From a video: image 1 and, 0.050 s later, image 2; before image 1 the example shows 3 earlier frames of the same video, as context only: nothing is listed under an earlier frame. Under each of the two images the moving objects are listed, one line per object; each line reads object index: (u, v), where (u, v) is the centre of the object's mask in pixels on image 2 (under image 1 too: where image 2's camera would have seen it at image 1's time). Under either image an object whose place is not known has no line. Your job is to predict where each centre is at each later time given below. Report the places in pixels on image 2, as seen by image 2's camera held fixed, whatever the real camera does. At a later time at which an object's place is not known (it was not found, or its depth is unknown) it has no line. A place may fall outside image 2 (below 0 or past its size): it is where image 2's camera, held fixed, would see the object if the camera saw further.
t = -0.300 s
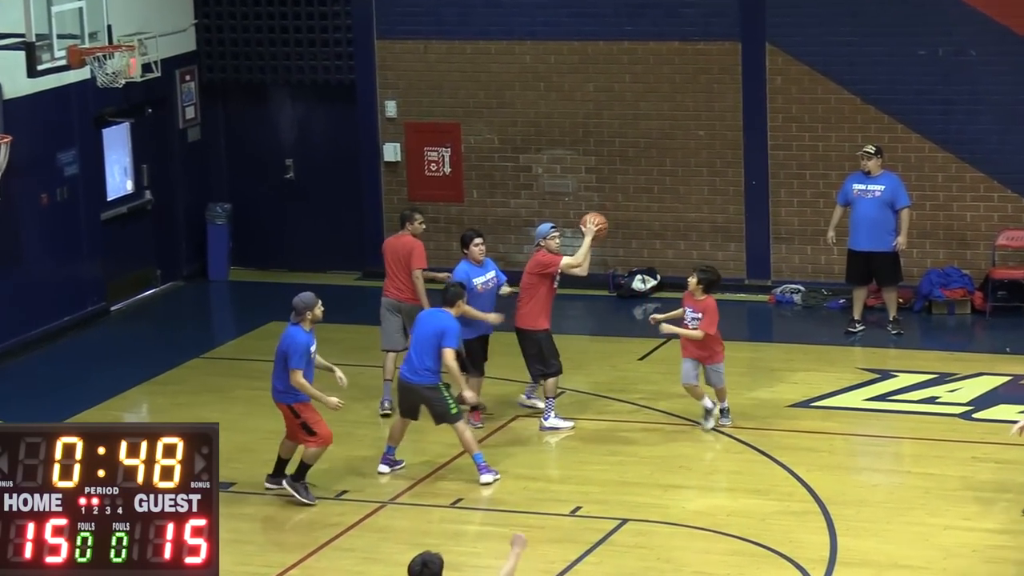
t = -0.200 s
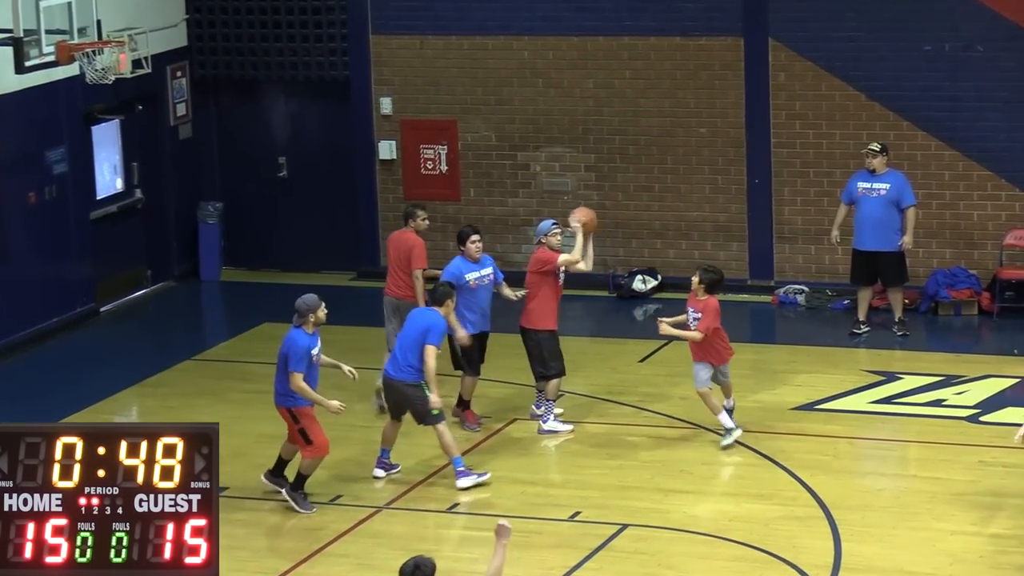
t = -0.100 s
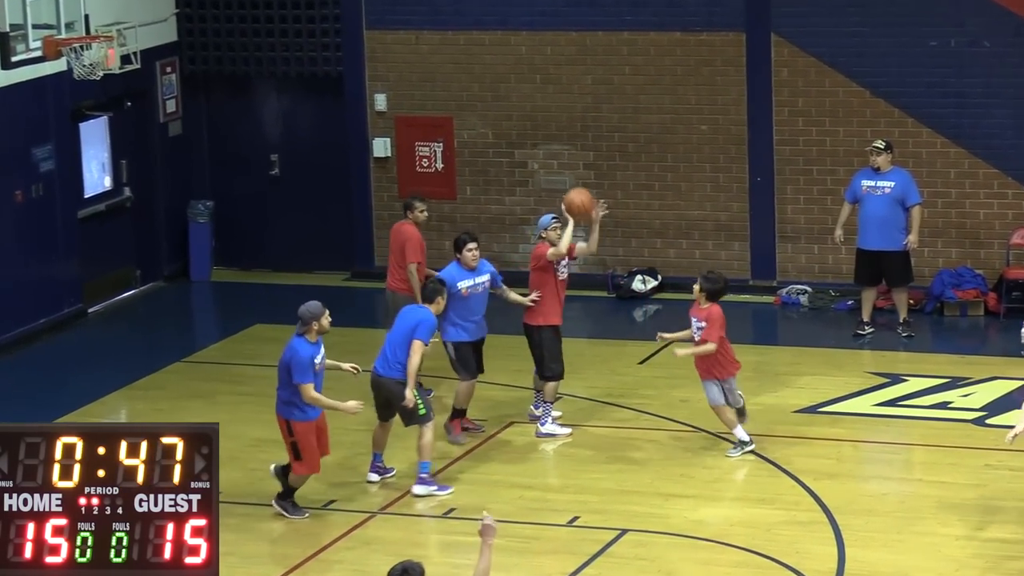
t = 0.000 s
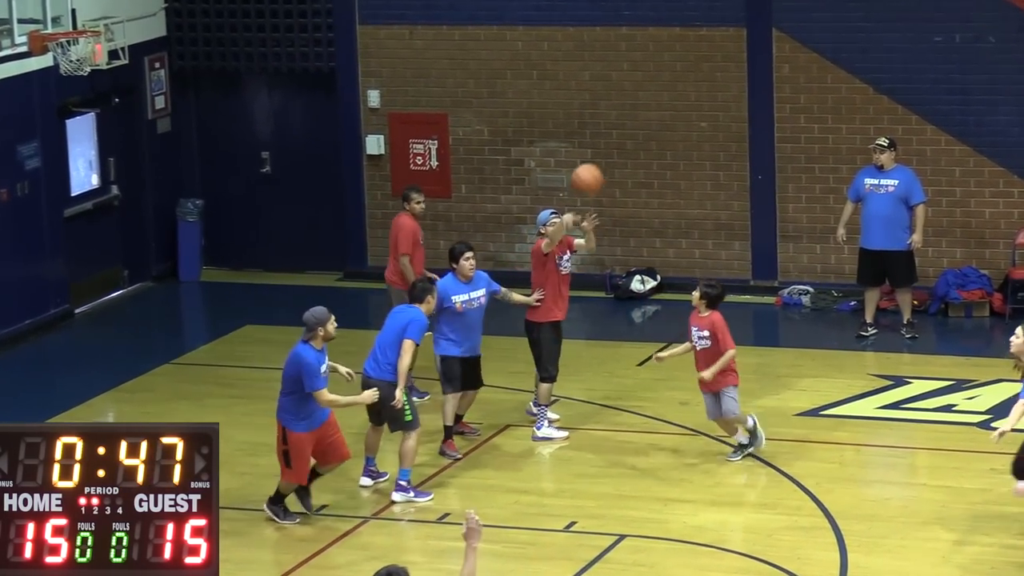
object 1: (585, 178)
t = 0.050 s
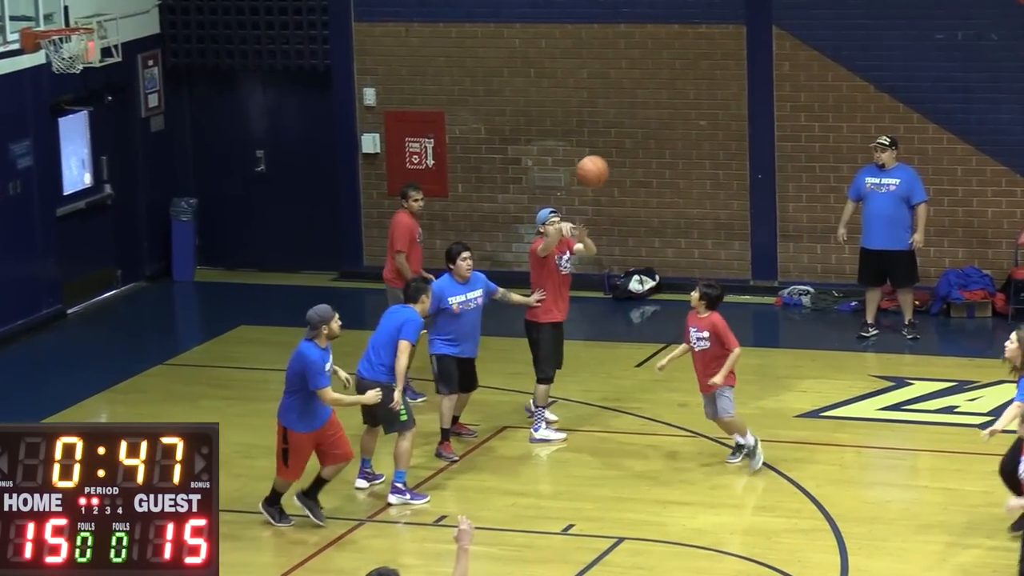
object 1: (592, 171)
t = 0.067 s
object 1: (595, 170)
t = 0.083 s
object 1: (597, 170)
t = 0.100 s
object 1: (600, 169)
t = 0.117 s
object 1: (602, 168)
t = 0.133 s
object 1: (606, 168)
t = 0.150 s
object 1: (608, 168)
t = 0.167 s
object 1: (611, 169)
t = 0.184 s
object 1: (613, 169)
